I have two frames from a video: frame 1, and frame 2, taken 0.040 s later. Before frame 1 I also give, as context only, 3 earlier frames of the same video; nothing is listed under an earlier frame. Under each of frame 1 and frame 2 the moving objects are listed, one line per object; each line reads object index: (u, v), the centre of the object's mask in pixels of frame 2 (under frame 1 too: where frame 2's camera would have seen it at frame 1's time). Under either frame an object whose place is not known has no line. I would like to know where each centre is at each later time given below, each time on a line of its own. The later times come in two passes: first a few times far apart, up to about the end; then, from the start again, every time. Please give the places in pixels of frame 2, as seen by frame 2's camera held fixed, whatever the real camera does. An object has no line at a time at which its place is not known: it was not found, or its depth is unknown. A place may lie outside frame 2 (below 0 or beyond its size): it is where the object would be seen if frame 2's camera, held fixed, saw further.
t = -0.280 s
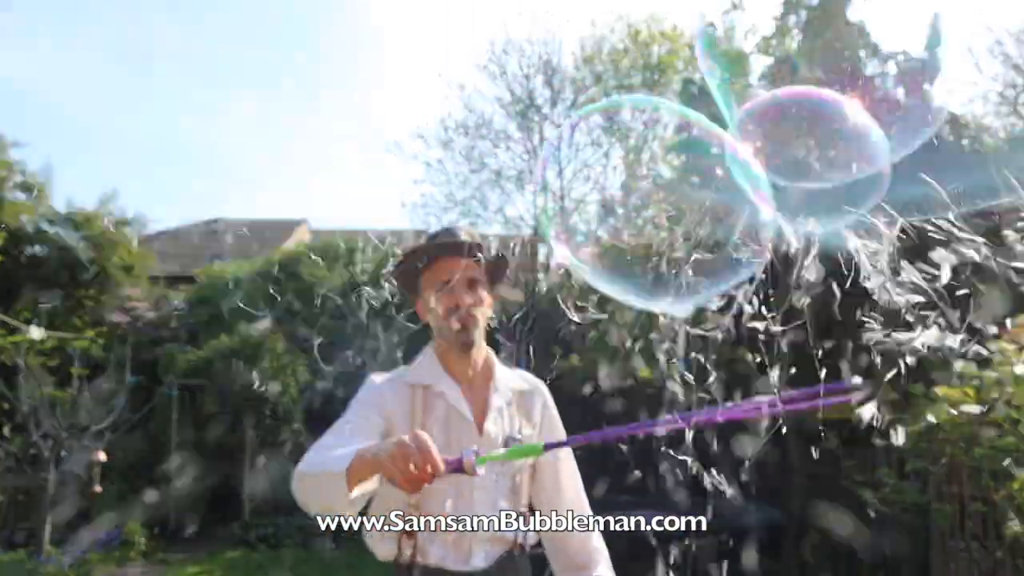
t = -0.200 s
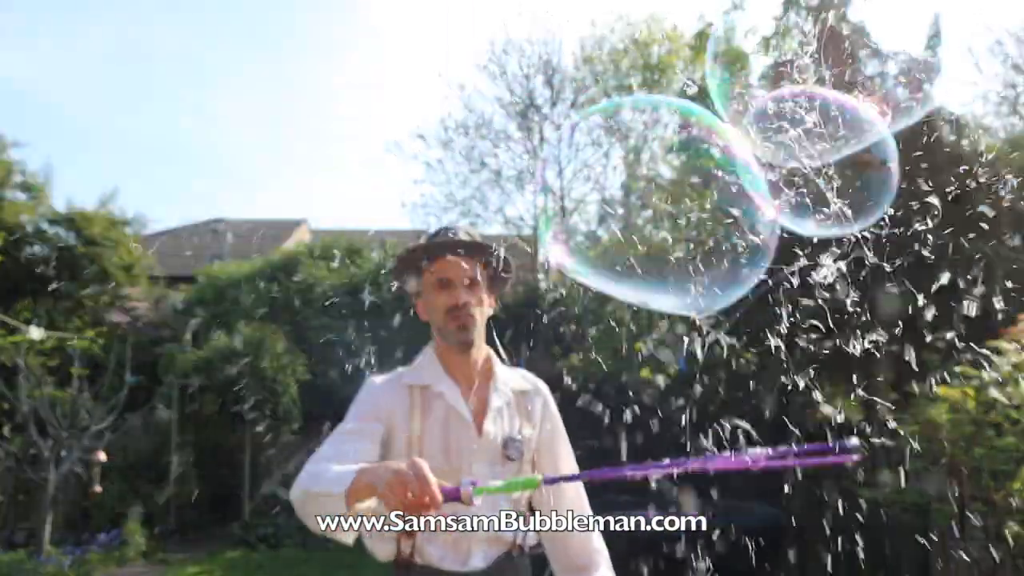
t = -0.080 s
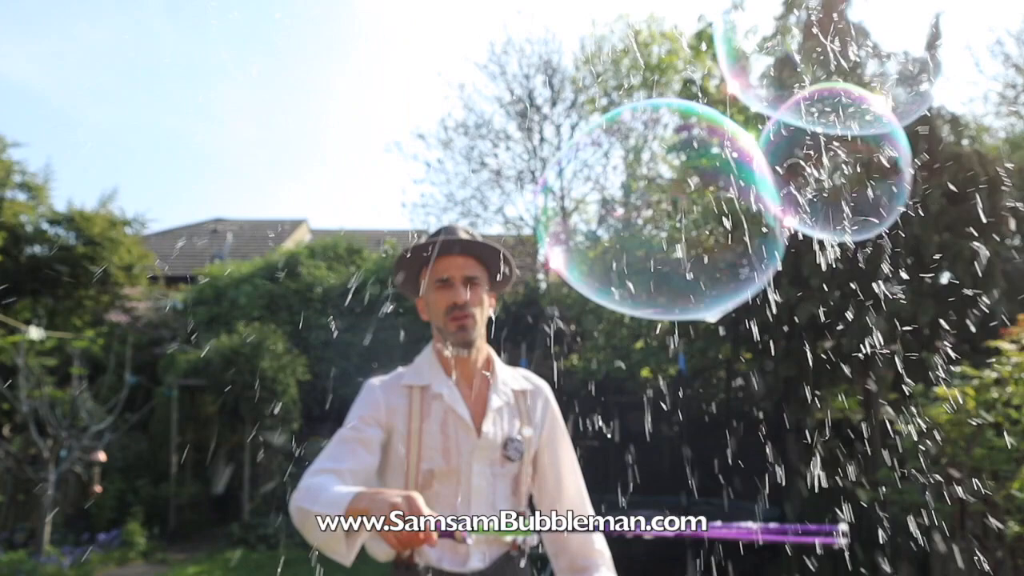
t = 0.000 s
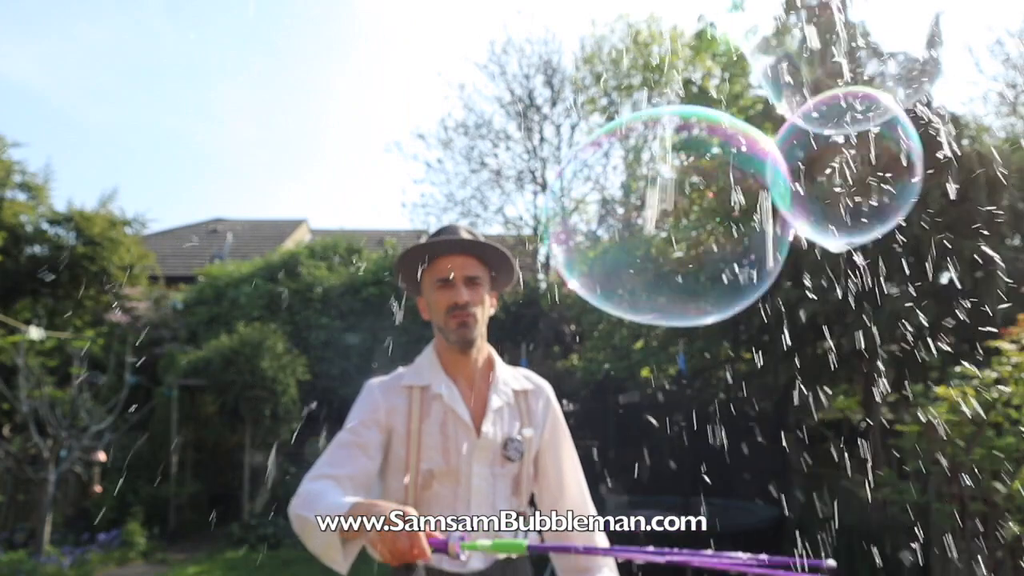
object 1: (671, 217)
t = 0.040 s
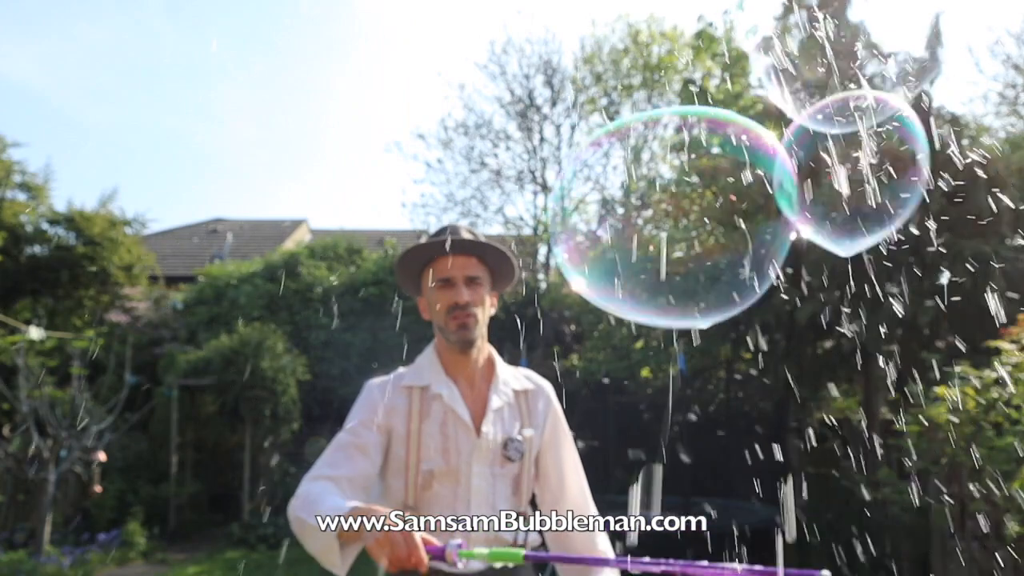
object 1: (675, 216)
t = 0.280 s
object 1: (688, 210)
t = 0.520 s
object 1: (705, 218)
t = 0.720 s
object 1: (722, 216)
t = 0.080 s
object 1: (678, 214)
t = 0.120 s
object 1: (681, 212)
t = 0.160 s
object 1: (683, 211)
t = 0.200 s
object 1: (686, 210)
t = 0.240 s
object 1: (687, 210)
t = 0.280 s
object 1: (688, 210)
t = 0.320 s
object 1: (690, 211)
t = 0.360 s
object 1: (692, 212)
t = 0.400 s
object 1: (696, 213)
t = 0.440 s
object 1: (699, 215)
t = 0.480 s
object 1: (702, 218)
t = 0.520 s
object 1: (705, 218)
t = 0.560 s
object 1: (709, 218)
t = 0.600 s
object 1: (713, 217)
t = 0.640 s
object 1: (716, 217)
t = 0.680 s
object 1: (719, 216)
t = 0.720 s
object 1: (722, 216)
